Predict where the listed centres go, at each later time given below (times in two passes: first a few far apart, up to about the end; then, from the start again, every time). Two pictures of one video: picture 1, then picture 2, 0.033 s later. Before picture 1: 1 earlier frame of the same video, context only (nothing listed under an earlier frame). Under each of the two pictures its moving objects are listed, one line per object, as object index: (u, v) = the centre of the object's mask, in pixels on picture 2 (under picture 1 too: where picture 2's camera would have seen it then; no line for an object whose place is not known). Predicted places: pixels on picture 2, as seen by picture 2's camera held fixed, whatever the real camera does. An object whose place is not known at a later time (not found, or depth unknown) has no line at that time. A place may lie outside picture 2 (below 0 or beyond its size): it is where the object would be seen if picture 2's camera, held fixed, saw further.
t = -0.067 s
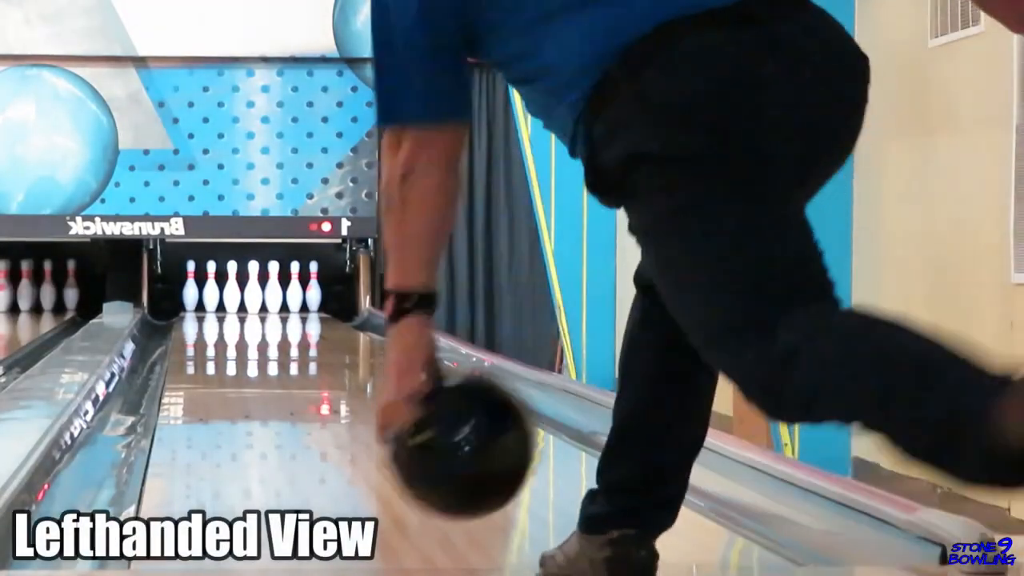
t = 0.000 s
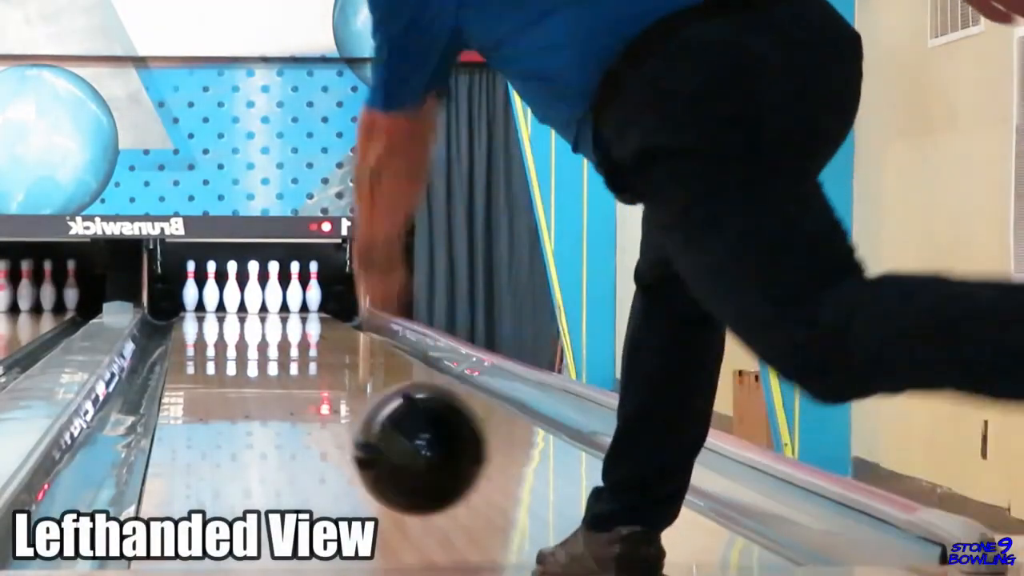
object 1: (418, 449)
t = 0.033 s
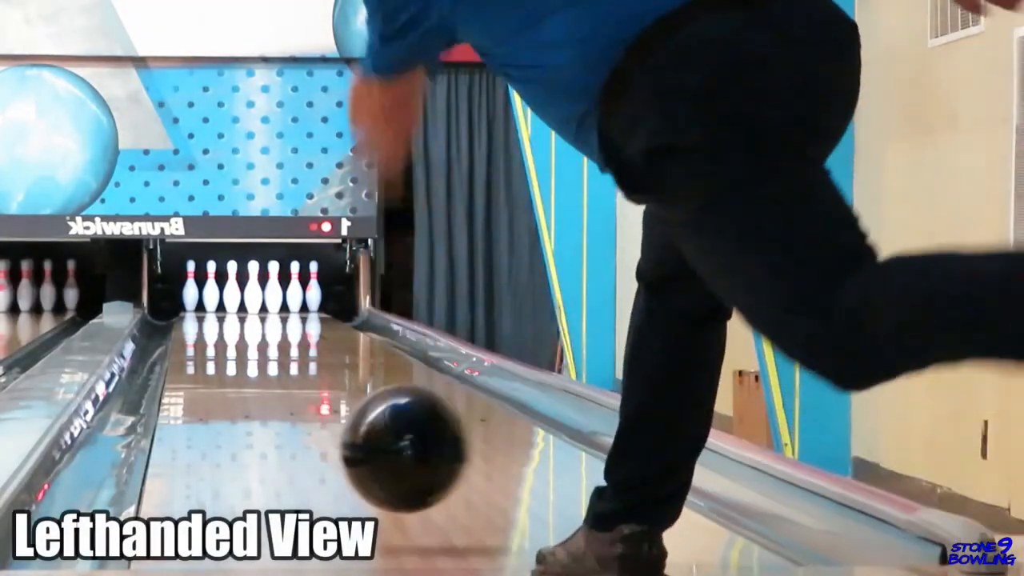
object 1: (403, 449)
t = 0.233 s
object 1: (335, 429)
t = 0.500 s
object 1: (284, 386)
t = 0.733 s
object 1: (258, 361)
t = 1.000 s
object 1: (239, 342)
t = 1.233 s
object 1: (228, 331)
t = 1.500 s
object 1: (222, 320)
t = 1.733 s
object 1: (219, 312)
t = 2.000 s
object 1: (222, 306)
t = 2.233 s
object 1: (229, 301)
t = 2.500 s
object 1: (226, 298)
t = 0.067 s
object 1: (389, 455)
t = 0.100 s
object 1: (377, 462)
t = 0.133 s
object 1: (365, 451)
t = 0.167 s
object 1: (354, 445)
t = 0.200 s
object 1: (345, 437)
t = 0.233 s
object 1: (335, 429)
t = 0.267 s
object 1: (327, 422)
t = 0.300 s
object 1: (320, 416)
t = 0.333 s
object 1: (312, 410)
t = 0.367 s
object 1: (306, 404)
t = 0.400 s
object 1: (300, 399)
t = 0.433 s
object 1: (295, 394)
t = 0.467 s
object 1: (289, 390)
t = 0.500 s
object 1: (284, 386)
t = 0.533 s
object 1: (280, 381)
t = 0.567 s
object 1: (276, 378)
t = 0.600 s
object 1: (272, 374)
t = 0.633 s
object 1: (268, 370)
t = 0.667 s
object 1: (264, 367)
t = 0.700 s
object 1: (261, 364)
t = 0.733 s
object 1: (258, 361)
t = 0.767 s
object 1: (255, 358)
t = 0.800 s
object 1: (252, 355)
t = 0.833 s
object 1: (249, 353)
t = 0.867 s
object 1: (247, 351)
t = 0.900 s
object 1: (245, 348)
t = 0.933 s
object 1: (243, 346)
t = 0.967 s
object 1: (241, 344)
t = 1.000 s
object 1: (239, 342)
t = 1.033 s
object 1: (237, 341)
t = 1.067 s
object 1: (235, 339)
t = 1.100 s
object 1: (234, 338)
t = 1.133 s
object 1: (232, 336)
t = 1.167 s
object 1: (231, 334)
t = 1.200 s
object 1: (229, 332)
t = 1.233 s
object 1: (228, 331)
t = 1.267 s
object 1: (227, 329)
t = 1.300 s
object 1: (226, 327)
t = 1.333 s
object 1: (225, 326)
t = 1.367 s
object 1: (224, 325)
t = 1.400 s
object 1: (224, 323)
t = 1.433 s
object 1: (223, 322)
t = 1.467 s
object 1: (222, 321)
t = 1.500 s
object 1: (222, 320)
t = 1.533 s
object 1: (221, 319)
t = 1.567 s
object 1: (220, 317)
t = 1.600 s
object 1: (220, 316)
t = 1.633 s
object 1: (219, 315)
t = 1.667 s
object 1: (219, 314)
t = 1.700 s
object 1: (219, 313)
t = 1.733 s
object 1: (219, 312)
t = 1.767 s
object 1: (219, 312)
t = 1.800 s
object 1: (220, 311)
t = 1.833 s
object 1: (219, 310)
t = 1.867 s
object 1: (220, 309)
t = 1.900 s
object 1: (220, 308)
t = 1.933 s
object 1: (221, 308)
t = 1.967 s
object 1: (221, 307)
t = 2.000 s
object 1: (222, 306)
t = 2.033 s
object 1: (223, 305)
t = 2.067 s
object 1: (224, 305)
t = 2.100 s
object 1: (225, 304)
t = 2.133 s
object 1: (226, 303)
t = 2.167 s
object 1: (227, 303)
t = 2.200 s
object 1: (228, 302)
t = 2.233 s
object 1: (229, 301)
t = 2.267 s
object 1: (231, 301)
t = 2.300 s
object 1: (232, 301)
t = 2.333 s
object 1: (233, 301)
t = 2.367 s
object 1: (234, 300)
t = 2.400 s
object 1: (234, 299)
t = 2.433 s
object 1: (231, 298)
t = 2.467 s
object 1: (229, 298)
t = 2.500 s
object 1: (226, 298)
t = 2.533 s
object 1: (224, 297)
